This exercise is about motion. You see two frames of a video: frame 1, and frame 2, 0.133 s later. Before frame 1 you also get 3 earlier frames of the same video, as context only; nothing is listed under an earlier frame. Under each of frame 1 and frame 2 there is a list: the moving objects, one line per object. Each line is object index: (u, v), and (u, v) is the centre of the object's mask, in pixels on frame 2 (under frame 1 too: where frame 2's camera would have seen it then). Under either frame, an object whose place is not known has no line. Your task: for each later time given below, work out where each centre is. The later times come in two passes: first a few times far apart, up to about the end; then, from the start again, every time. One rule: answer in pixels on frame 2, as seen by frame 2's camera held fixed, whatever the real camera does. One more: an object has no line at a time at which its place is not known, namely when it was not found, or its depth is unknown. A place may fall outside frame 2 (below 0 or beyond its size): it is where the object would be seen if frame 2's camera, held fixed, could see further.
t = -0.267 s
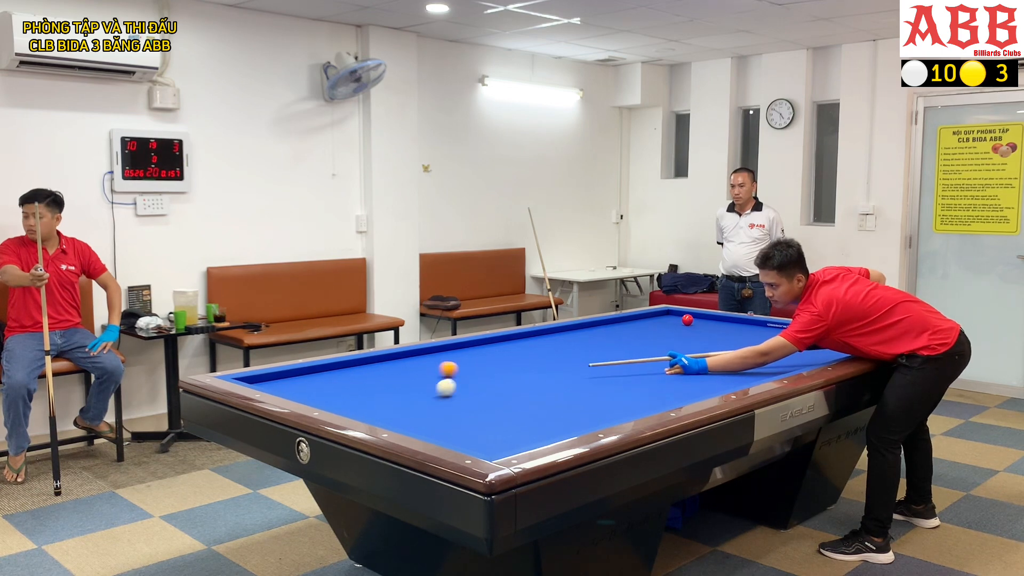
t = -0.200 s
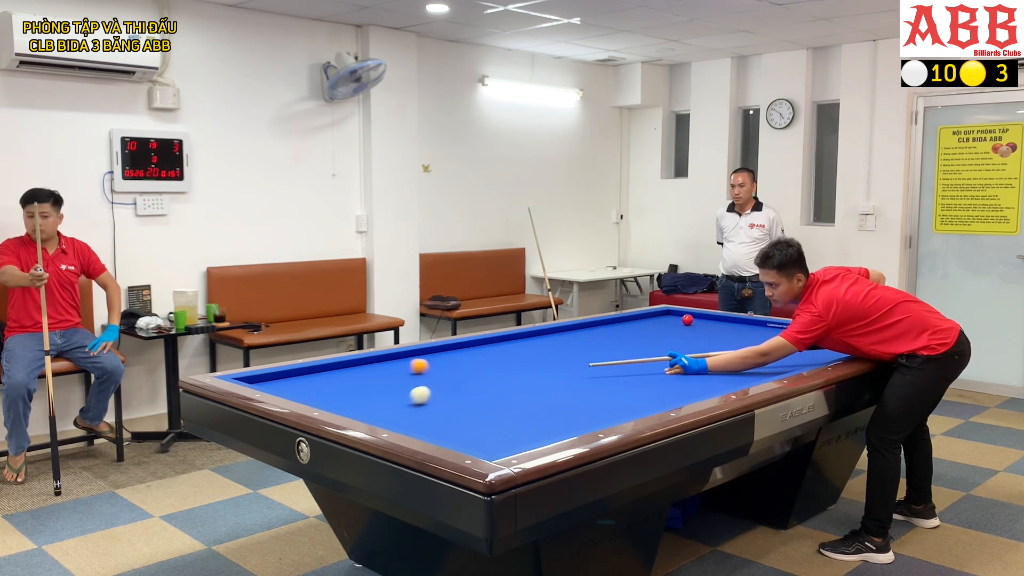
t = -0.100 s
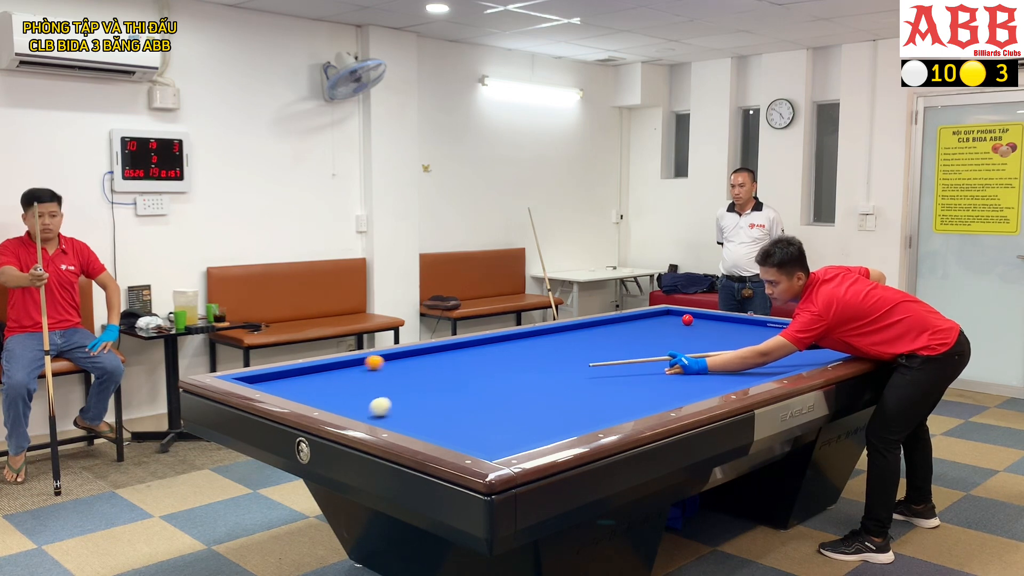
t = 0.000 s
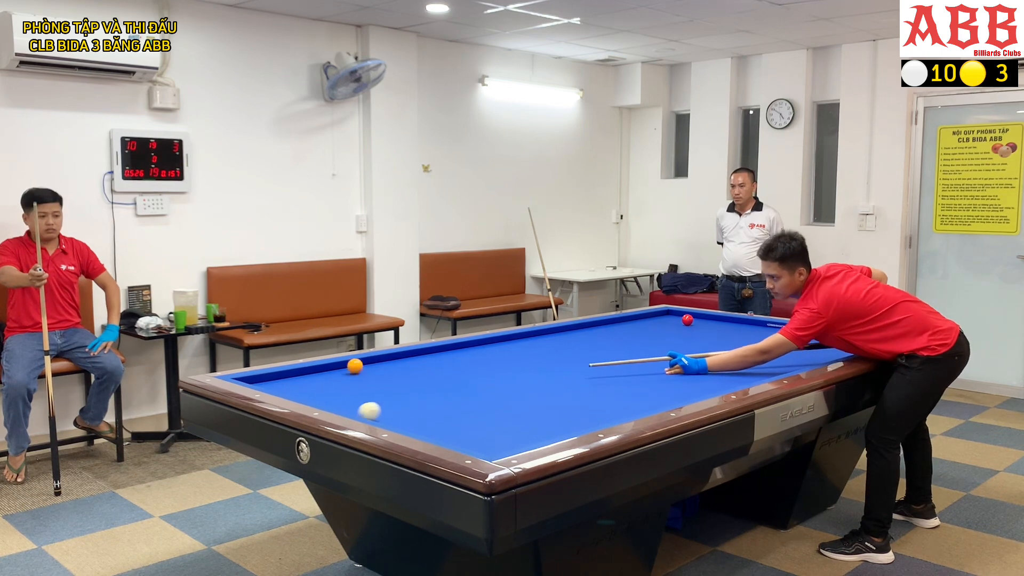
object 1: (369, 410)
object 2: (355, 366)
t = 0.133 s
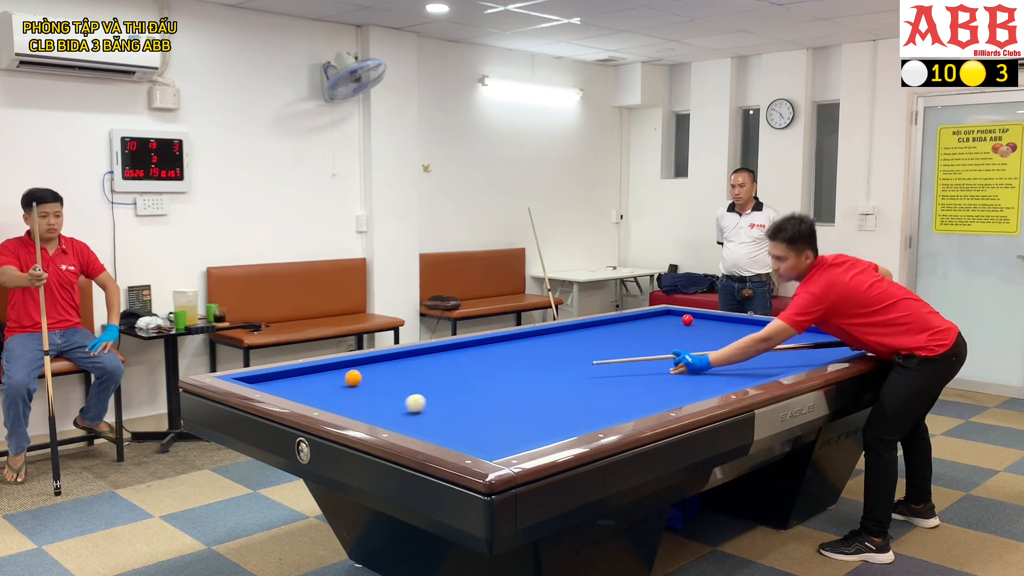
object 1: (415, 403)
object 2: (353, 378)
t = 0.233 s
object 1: (443, 398)
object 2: (347, 388)
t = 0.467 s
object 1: (498, 389)
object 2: (350, 406)
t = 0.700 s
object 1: (548, 380)
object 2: (438, 411)
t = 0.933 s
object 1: (593, 373)
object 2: (523, 415)
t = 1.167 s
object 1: (634, 366)
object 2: (610, 417)
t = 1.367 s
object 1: (667, 360)
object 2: (606, 405)
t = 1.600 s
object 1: (703, 354)
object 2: (605, 391)
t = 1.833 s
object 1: (735, 349)
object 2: (605, 378)
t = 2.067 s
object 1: (766, 344)
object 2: (604, 367)
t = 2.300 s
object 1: (794, 340)
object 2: (604, 358)
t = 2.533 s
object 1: (820, 335)
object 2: (603, 349)
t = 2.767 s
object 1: (844, 331)
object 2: (603, 341)
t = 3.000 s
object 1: (835, 334)
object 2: (602, 335)
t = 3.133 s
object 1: (829, 336)
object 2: (602, 331)
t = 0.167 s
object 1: (425, 401)
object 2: (351, 381)
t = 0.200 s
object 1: (434, 399)
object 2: (349, 385)
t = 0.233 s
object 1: (443, 398)
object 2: (347, 388)
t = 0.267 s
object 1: (451, 397)
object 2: (344, 391)
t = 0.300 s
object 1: (459, 395)
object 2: (341, 394)
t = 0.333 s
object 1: (467, 394)
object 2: (338, 398)
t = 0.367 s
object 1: (475, 393)
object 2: (335, 401)
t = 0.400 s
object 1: (483, 391)
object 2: (332, 402)
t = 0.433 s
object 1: (490, 390)
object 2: (336, 404)
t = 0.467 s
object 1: (498, 389)
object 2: (350, 406)
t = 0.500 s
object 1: (506, 387)
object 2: (364, 407)
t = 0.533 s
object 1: (513, 386)
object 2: (377, 408)
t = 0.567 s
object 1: (520, 385)
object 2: (389, 408)
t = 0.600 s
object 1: (527, 384)
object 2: (401, 408)
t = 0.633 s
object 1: (534, 383)
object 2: (414, 409)
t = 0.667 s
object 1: (541, 382)
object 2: (425, 410)
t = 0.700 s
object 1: (548, 380)
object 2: (438, 411)
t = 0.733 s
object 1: (555, 379)
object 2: (450, 411)
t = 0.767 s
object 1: (561, 378)
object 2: (462, 412)
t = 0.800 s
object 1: (568, 377)
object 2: (474, 413)
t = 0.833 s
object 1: (574, 376)
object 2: (486, 413)
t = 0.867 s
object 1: (580, 375)
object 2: (499, 414)
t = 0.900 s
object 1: (587, 373)
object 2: (511, 415)
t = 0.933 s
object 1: (593, 373)
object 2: (523, 415)
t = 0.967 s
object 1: (599, 371)
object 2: (536, 416)
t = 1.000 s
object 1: (605, 371)
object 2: (548, 417)
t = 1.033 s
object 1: (611, 370)
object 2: (561, 418)
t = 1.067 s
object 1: (617, 369)
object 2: (573, 419)
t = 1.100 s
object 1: (623, 368)
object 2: (586, 419)
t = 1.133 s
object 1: (629, 366)
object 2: (599, 418)
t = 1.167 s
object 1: (634, 366)
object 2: (610, 417)
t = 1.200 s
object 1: (640, 365)
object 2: (609, 416)
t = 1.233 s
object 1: (645, 364)
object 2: (608, 414)
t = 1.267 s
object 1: (651, 363)
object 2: (607, 412)
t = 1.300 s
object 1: (656, 362)
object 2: (606, 410)
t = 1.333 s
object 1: (662, 361)
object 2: (606, 407)
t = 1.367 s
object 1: (667, 360)
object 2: (606, 405)
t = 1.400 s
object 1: (672, 359)
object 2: (606, 403)
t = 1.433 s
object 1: (677, 359)
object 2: (606, 401)
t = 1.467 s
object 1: (683, 358)
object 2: (606, 399)
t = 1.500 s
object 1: (688, 357)
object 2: (605, 397)
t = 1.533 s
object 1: (693, 356)
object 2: (605, 395)
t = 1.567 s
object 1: (698, 355)
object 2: (605, 393)
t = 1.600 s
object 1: (703, 354)
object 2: (605, 391)
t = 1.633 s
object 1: (708, 353)
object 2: (605, 389)
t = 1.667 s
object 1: (712, 353)
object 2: (605, 387)
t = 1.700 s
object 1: (717, 352)
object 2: (605, 385)
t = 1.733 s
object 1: (721, 351)
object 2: (605, 383)
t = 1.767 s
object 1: (726, 351)
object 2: (605, 381)
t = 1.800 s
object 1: (731, 350)
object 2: (605, 380)
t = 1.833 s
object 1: (735, 349)
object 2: (605, 378)
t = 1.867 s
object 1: (740, 349)
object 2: (605, 376)
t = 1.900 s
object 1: (744, 348)
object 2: (604, 375)
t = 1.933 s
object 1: (749, 347)
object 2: (604, 373)
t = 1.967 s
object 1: (753, 346)
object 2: (604, 372)
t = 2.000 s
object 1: (757, 345)
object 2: (604, 370)
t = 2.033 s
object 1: (761, 345)
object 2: (604, 369)
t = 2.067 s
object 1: (766, 344)
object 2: (604, 367)
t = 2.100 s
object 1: (770, 343)
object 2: (604, 366)
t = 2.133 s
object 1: (774, 343)
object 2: (604, 364)
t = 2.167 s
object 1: (778, 342)
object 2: (604, 363)
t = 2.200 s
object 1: (782, 342)
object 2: (604, 362)
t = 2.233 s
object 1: (786, 341)
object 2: (604, 360)
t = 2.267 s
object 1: (790, 340)
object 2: (604, 359)
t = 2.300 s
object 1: (794, 340)
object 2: (604, 358)
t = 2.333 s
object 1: (798, 339)
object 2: (603, 356)
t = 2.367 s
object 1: (801, 339)
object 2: (603, 355)
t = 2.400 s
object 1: (805, 338)
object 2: (603, 354)
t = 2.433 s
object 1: (809, 337)
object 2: (603, 353)
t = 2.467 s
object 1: (813, 337)
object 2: (603, 351)
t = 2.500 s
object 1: (816, 336)
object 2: (603, 350)
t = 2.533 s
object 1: (820, 335)
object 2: (603, 349)
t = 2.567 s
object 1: (823, 335)
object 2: (603, 348)
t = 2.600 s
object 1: (827, 334)
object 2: (603, 347)
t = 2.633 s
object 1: (831, 333)
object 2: (603, 346)
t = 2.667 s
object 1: (834, 333)
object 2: (603, 345)
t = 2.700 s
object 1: (837, 332)
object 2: (603, 344)
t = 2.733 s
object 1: (841, 332)
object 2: (603, 343)
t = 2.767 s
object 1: (844, 331)
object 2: (603, 341)
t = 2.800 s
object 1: (843, 332)
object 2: (603, 340)
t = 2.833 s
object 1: (842, 332)
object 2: (603, 339)
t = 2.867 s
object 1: (840, 333)
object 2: (603, 338)
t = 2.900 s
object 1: (839, 333)
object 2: (603, 337)
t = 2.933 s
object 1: (837, 333)
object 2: (602, 336)
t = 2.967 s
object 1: (836, 334)
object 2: (603, 336)
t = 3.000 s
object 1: (835, 334)
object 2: (602, 335)
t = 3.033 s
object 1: (833, 335)
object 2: (602, 334)
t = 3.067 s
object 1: (832, 335)
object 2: (602, 333)
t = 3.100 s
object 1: (831, 336)
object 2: (602, 332)
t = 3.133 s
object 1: (829, 336)
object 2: (602, 331)
